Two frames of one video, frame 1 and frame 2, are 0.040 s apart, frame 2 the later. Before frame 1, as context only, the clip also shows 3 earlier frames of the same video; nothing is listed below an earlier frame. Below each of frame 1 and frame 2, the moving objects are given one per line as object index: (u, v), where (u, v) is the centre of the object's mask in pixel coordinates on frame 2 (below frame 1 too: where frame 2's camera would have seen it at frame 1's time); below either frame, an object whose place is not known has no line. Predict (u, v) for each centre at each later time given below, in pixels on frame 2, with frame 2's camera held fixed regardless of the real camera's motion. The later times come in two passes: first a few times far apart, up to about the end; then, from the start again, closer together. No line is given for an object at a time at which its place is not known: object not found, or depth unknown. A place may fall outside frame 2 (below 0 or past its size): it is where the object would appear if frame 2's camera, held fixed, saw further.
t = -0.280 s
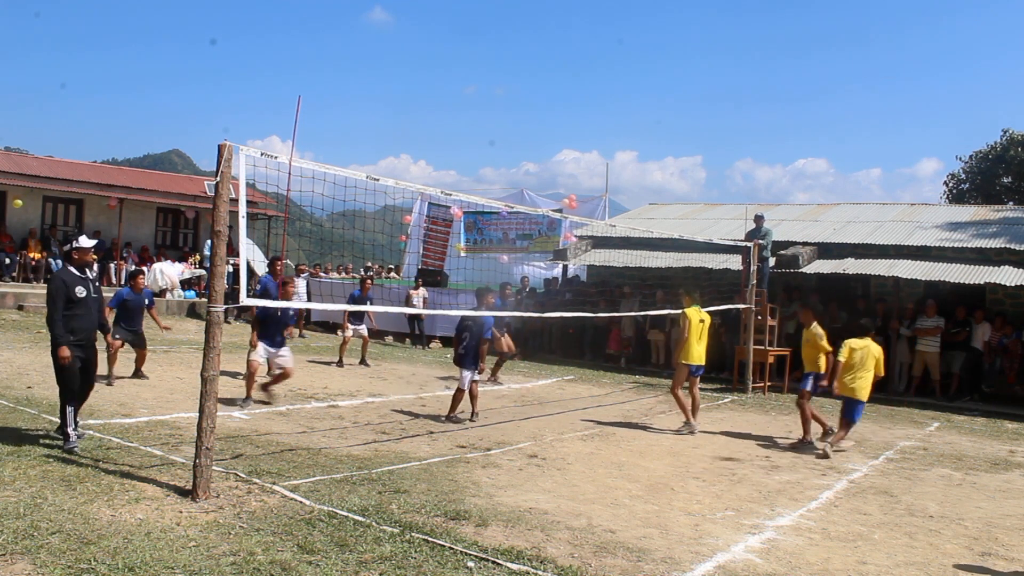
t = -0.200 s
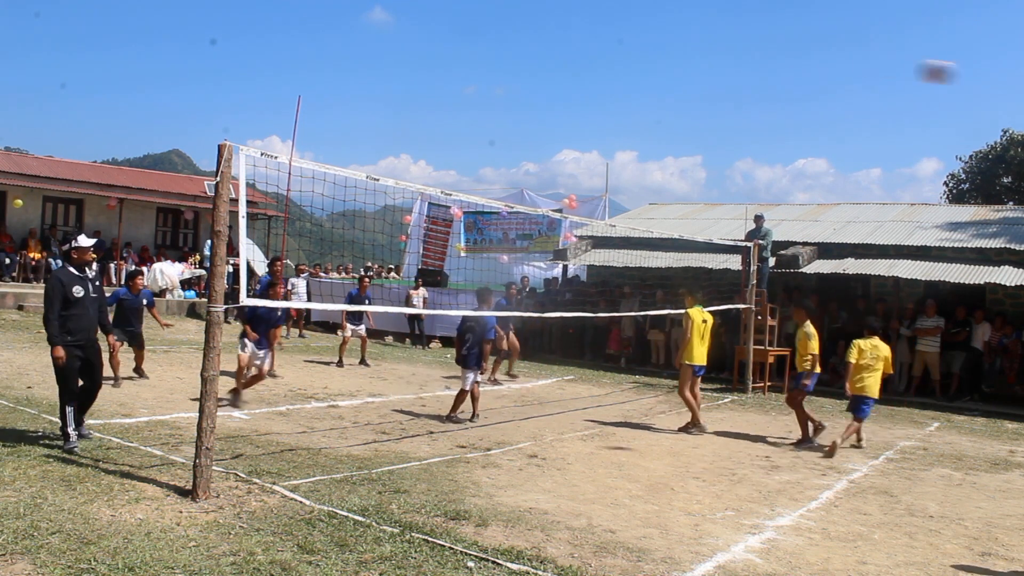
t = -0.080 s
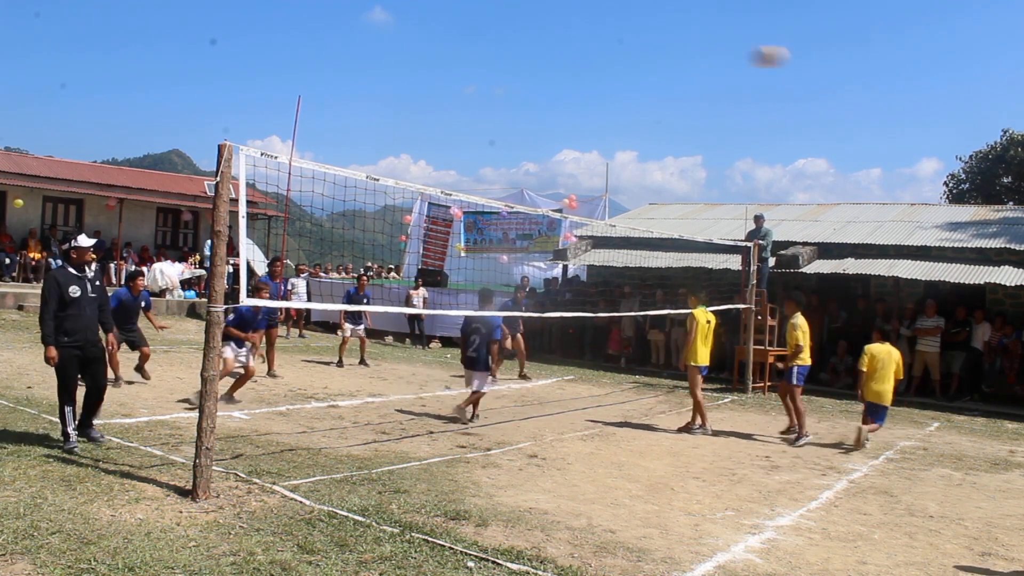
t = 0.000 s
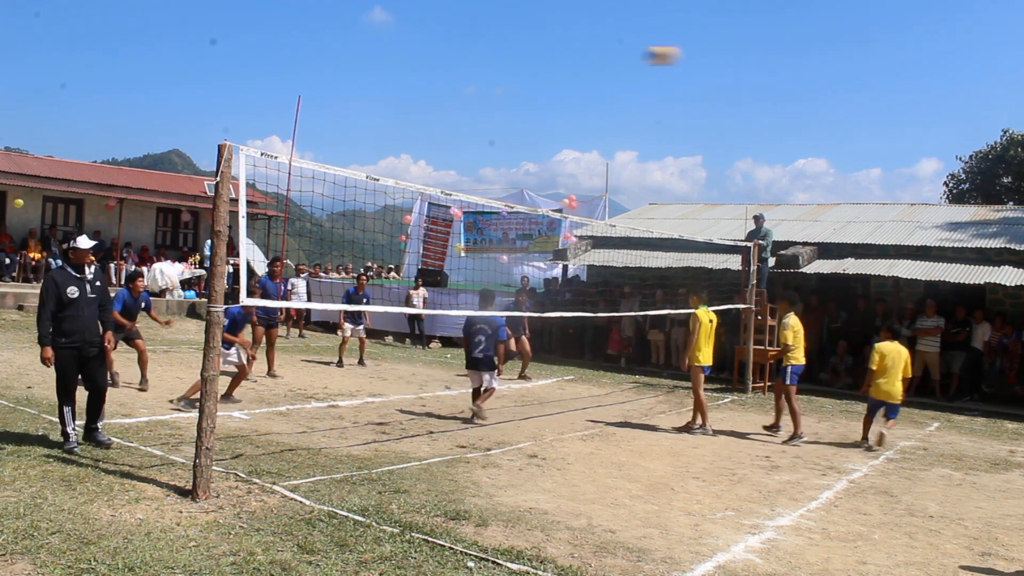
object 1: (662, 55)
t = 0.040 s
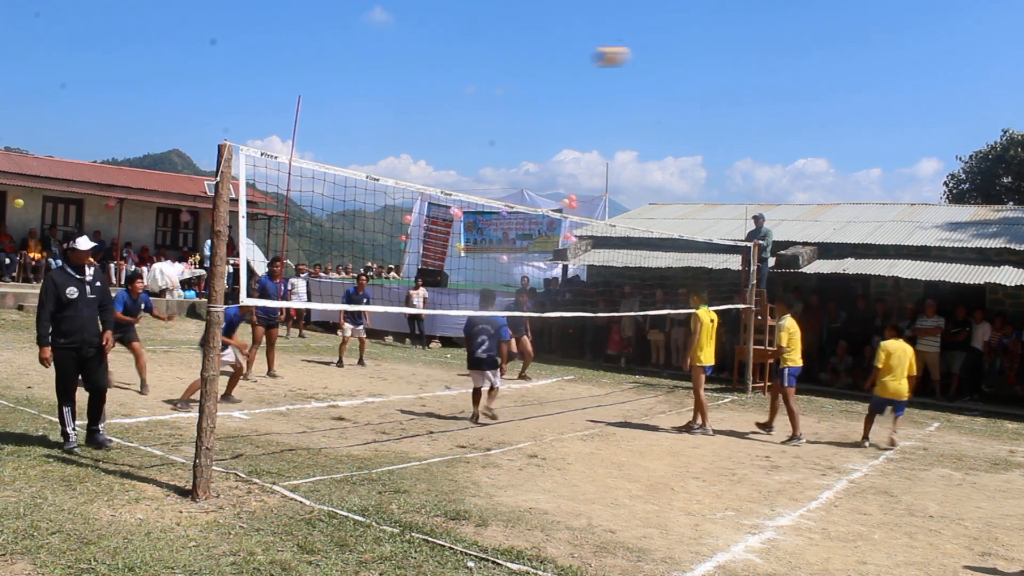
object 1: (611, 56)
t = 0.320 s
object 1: (293, 114)
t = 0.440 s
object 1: (185, 156)
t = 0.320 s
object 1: (293, 114)
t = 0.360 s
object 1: (257, 126)
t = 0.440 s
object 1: (185, 156)
